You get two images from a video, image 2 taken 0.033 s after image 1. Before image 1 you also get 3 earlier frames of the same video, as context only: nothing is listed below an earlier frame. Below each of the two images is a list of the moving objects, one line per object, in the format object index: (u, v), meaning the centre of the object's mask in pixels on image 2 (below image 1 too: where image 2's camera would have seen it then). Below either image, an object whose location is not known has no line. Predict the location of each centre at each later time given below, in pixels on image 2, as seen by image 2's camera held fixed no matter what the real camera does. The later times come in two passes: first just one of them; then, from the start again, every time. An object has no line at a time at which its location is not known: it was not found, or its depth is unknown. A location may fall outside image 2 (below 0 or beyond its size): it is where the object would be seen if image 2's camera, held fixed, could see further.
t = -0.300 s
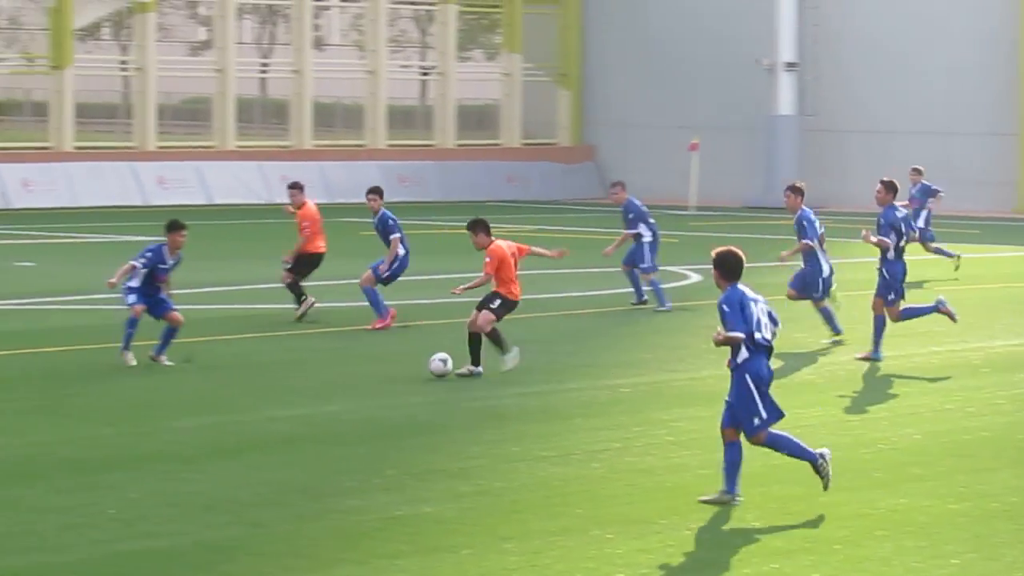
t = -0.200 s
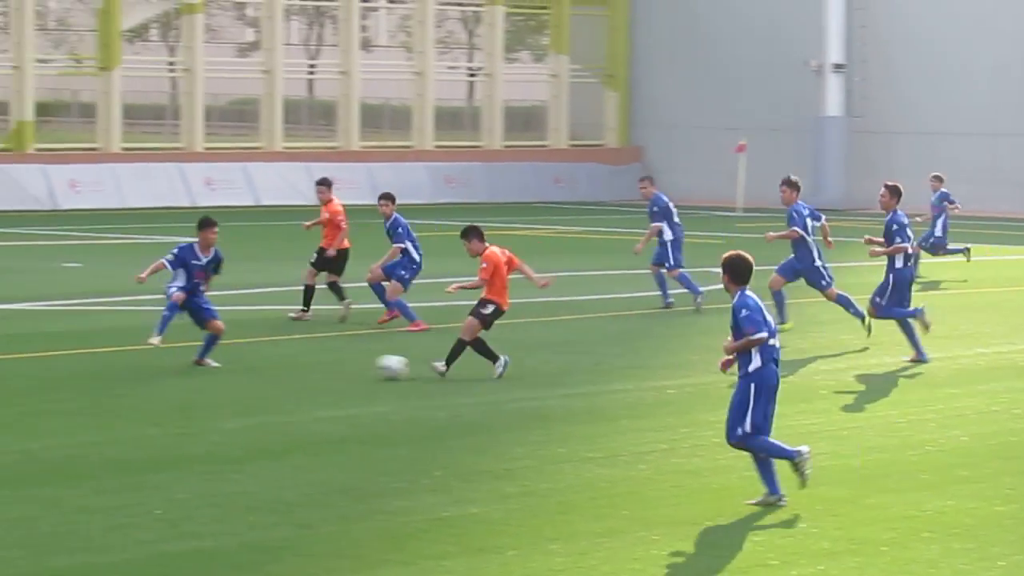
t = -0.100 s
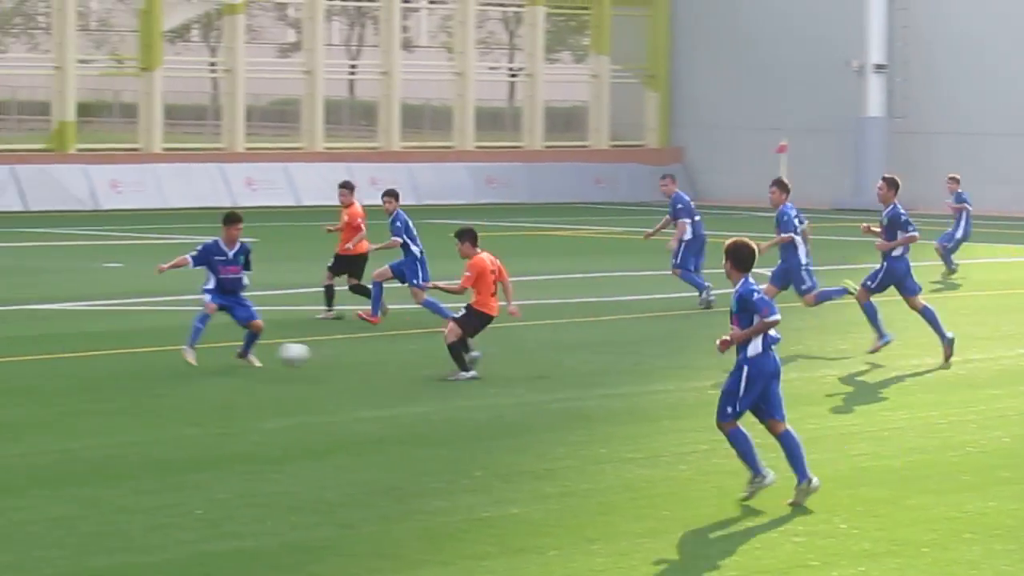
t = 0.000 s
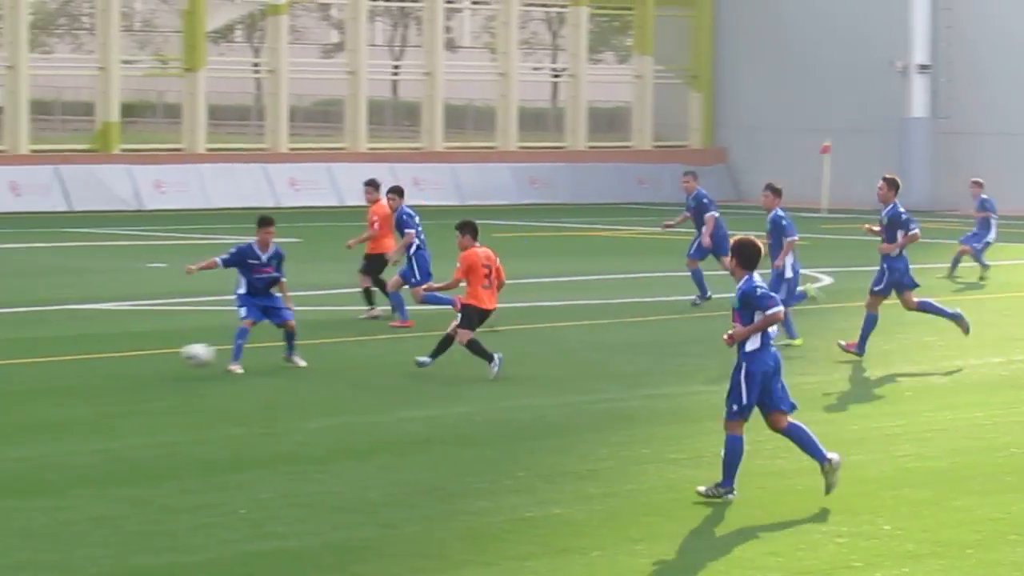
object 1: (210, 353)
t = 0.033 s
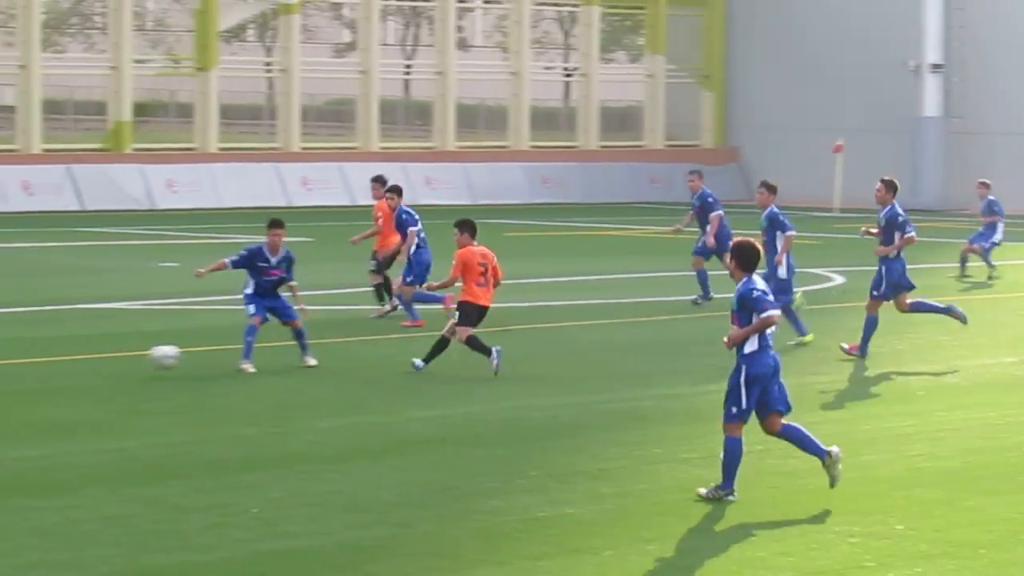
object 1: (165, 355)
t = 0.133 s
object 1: (35, 361)
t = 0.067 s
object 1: (119, 360)
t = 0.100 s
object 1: (75, 365)
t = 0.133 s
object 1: (35, 361)
